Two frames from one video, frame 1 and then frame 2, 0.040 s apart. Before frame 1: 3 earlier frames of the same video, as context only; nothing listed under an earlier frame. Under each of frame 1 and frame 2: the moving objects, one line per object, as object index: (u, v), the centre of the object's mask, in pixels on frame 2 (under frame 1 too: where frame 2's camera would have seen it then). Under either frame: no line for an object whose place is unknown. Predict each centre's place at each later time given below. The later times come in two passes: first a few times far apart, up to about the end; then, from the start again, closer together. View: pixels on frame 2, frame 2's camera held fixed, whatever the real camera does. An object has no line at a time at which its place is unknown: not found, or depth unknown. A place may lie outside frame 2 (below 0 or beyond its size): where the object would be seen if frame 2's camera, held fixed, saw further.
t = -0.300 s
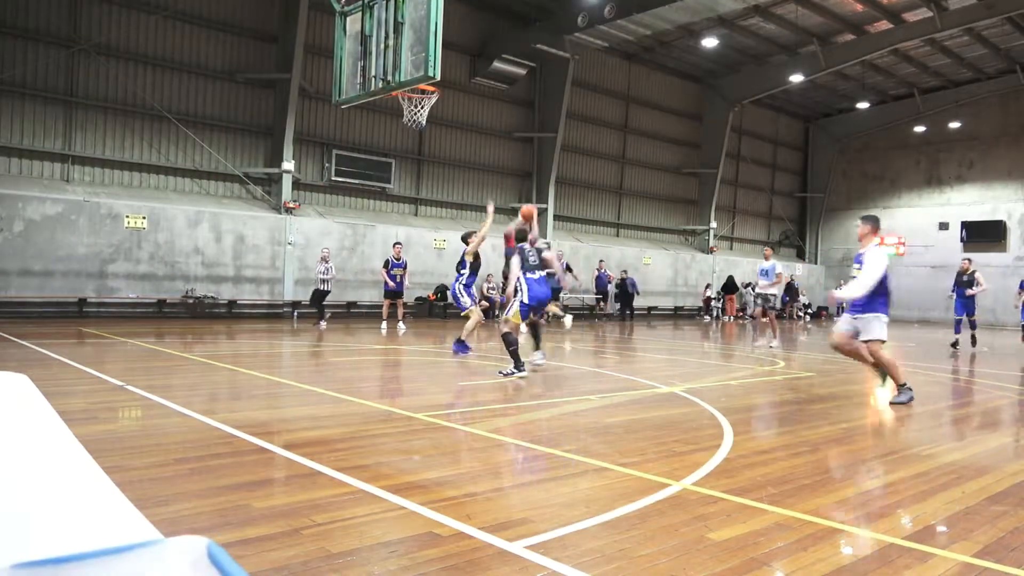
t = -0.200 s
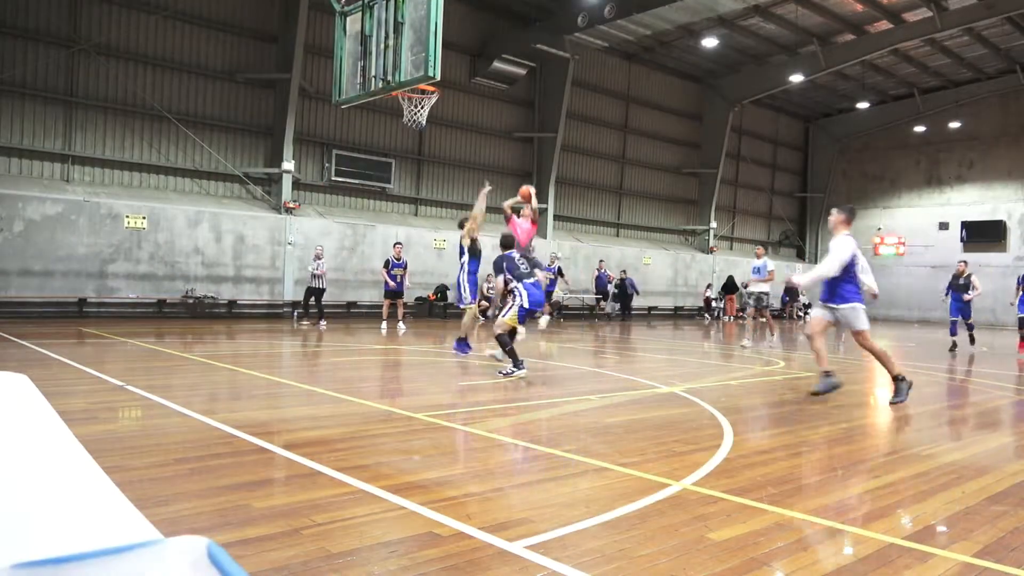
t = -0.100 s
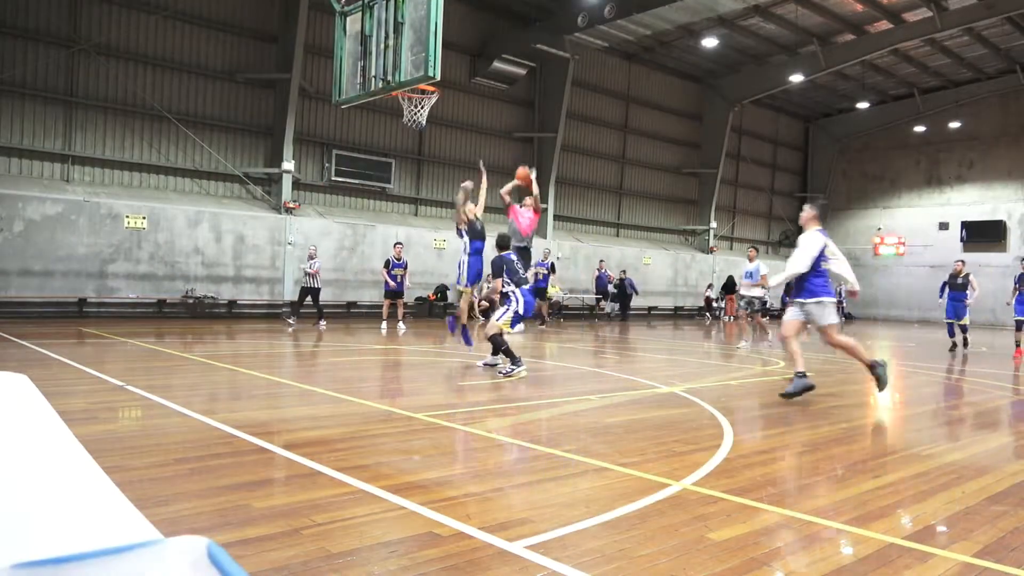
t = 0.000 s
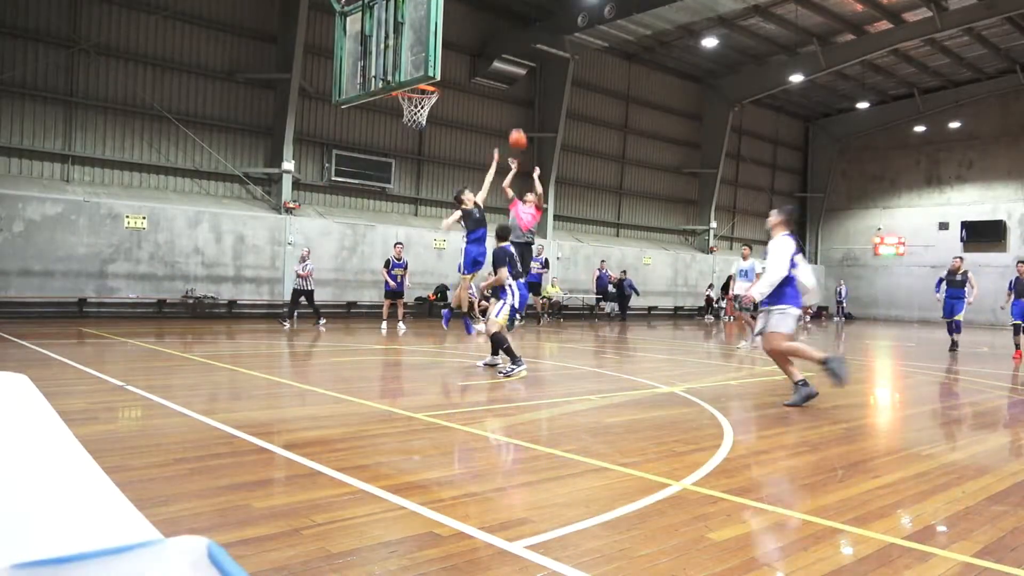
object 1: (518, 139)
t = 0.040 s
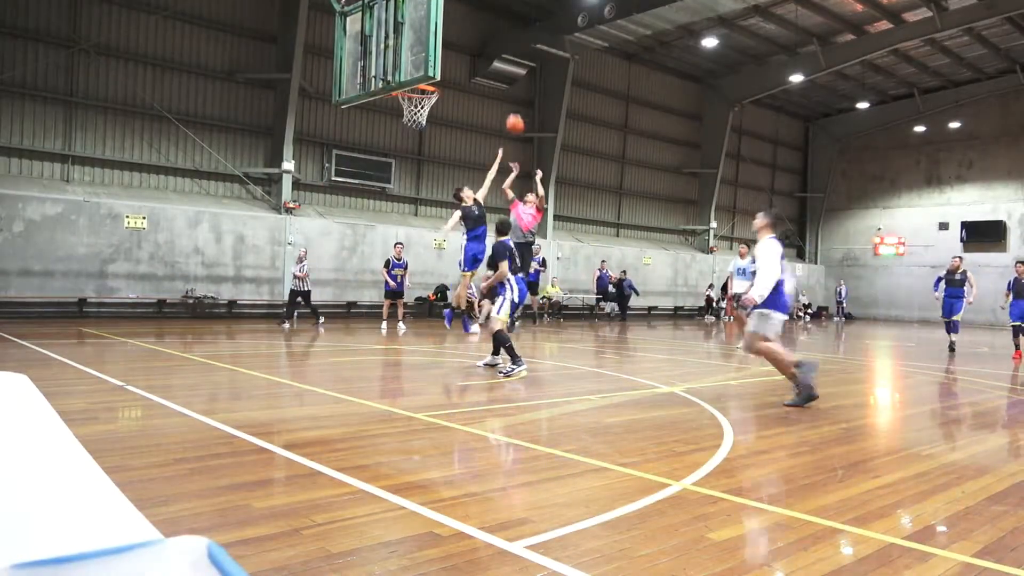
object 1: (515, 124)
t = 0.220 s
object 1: (500, 69)
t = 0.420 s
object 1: (483, 32)
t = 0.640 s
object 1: (459, 24)
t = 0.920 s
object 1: (419, 69)
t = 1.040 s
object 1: (410, 116)
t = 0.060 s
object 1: (513, 117)
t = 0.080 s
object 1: (512, 110)
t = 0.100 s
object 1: (510, 103)
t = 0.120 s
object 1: (509, 97)
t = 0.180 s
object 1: (504, 79)
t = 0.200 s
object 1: (502, 75)
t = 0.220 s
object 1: (500, 69)
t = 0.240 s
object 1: (498, 62)
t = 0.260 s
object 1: (497, 58)
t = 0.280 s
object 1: (495, 54)
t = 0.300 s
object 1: (493, 50)
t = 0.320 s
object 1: (492, 47)
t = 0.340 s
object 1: (490, 44)
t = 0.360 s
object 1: (488, 40)
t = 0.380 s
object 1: (486, 37)
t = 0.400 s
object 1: (484, 34)
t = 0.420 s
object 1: (483, 32)
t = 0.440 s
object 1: (481, 30)
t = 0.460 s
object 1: (479, 28)
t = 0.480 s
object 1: (477, 27)
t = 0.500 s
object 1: (475, 26)
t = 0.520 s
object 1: (473, 24)
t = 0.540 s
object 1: (471, 23)
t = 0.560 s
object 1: (468, 22)
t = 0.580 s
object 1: (466, 22)
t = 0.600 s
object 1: (464, 23)
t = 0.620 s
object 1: (461, 23)
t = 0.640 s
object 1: (459, 24)
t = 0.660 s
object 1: (457, 25)
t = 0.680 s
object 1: (455, 26)
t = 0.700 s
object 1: (453, 28)
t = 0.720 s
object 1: (451, 31)
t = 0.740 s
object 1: (450, 33)
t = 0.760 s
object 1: (449, 37)
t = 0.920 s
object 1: (419, 69)
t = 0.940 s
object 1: (417, 72)
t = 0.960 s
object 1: (420, 92)
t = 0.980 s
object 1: (420, 95)
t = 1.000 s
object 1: (416, 101)
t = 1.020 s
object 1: (410, 111)
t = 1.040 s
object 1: (410, 116)
